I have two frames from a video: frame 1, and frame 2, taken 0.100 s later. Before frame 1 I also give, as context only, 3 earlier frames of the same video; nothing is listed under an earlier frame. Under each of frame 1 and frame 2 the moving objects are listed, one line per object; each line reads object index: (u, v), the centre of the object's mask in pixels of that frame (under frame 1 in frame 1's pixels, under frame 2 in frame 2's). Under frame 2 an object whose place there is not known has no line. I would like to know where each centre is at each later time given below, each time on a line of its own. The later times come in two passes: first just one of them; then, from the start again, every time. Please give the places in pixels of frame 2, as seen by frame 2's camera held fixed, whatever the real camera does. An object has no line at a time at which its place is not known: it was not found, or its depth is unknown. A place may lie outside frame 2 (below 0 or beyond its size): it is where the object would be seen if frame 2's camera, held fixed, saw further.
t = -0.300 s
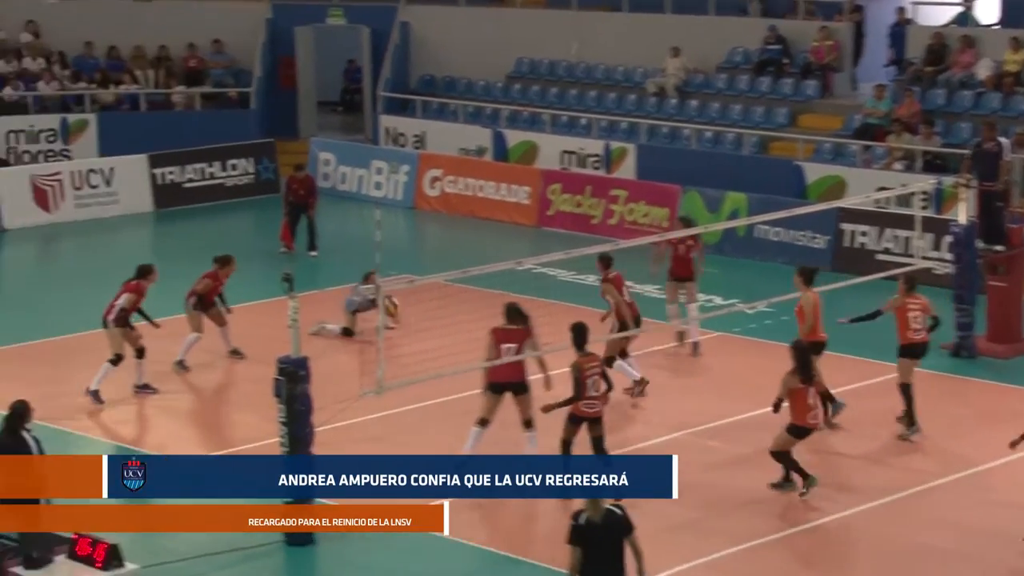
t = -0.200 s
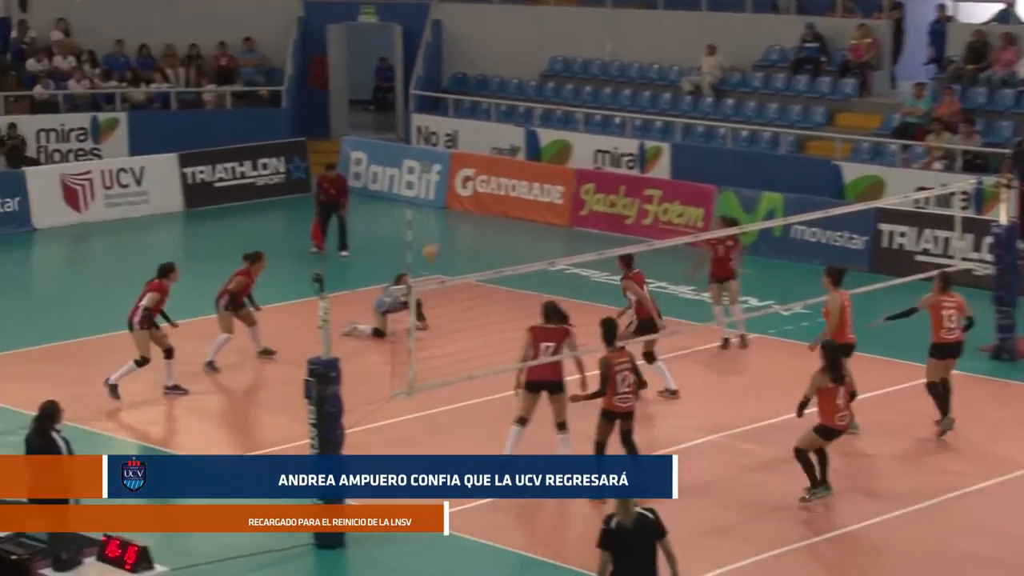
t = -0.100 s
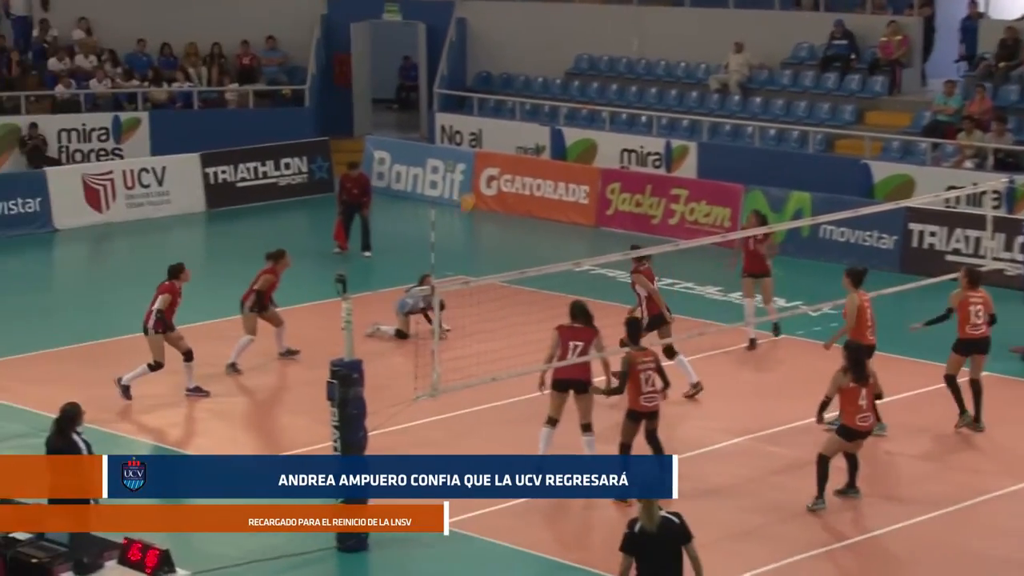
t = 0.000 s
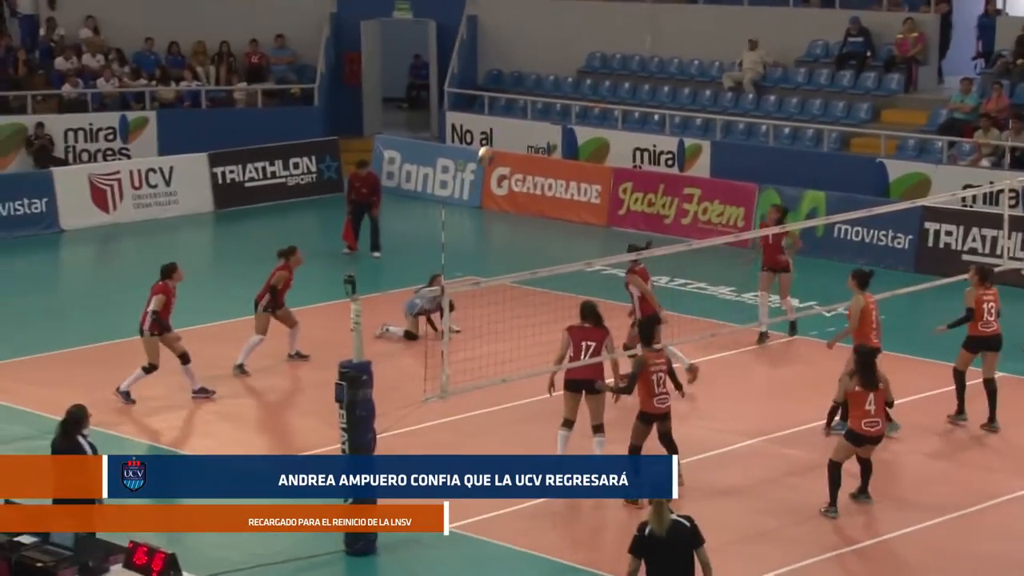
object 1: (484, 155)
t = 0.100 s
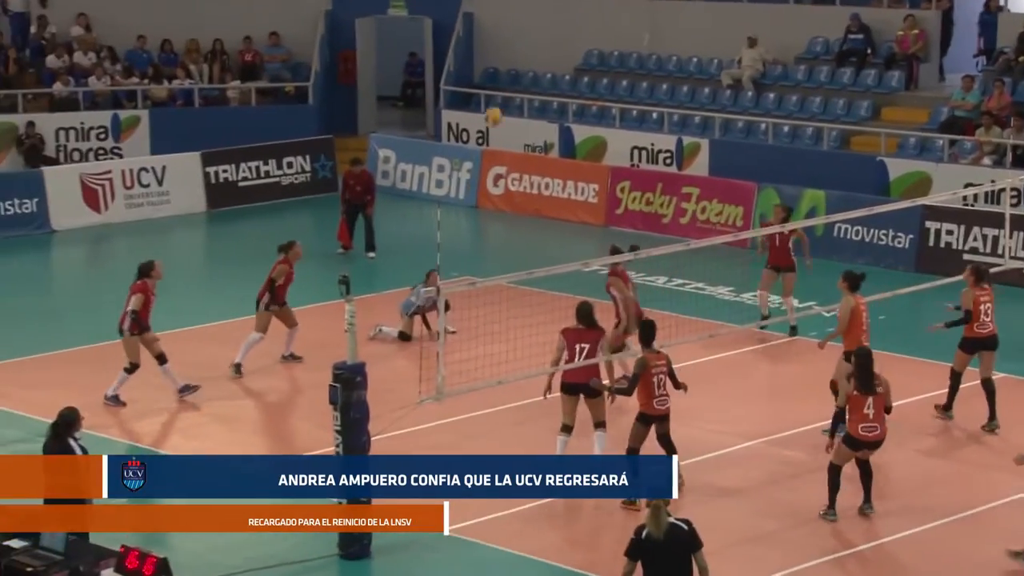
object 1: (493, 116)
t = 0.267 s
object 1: (510, 66)
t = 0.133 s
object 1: (496, 104)
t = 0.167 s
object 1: (500, 93)
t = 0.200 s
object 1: (504, 83)
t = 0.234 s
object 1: (507, 75)
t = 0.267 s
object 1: (510, 66)
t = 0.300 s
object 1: (514, 57)
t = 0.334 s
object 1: (517, 51)
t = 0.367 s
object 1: (519, 45)
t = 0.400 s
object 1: (524, 40)
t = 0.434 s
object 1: (527, 36)
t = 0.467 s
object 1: (530, 32)
